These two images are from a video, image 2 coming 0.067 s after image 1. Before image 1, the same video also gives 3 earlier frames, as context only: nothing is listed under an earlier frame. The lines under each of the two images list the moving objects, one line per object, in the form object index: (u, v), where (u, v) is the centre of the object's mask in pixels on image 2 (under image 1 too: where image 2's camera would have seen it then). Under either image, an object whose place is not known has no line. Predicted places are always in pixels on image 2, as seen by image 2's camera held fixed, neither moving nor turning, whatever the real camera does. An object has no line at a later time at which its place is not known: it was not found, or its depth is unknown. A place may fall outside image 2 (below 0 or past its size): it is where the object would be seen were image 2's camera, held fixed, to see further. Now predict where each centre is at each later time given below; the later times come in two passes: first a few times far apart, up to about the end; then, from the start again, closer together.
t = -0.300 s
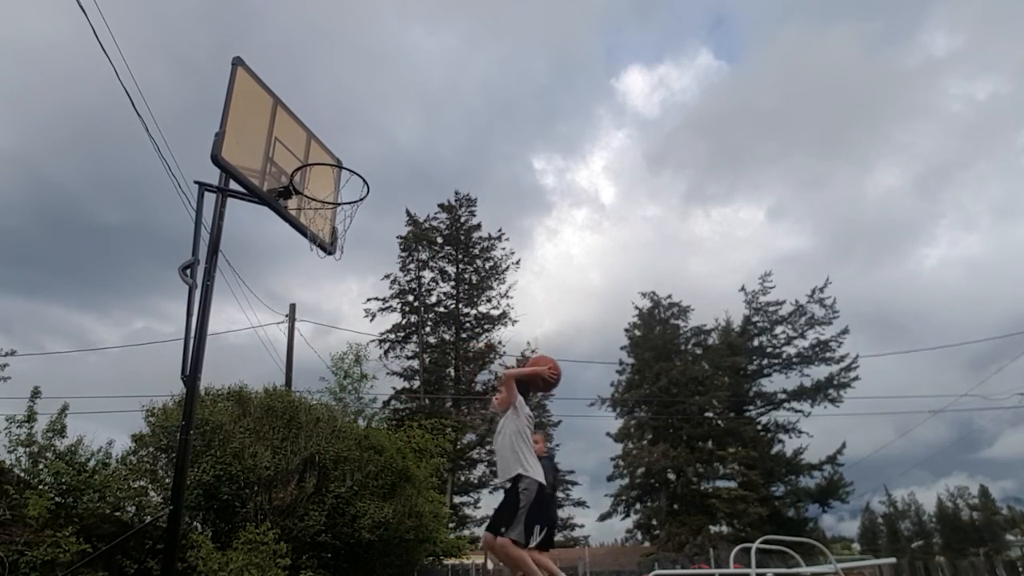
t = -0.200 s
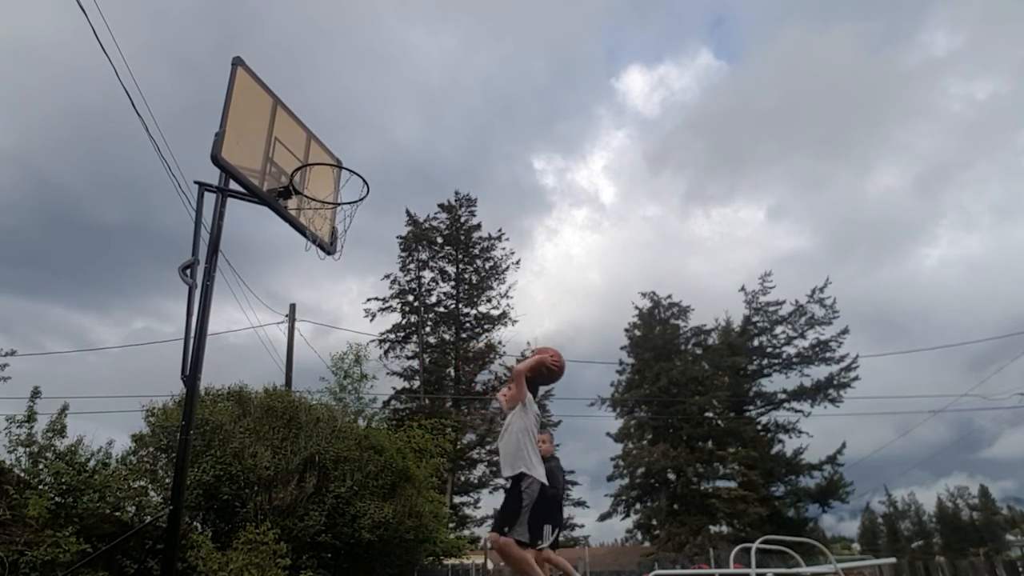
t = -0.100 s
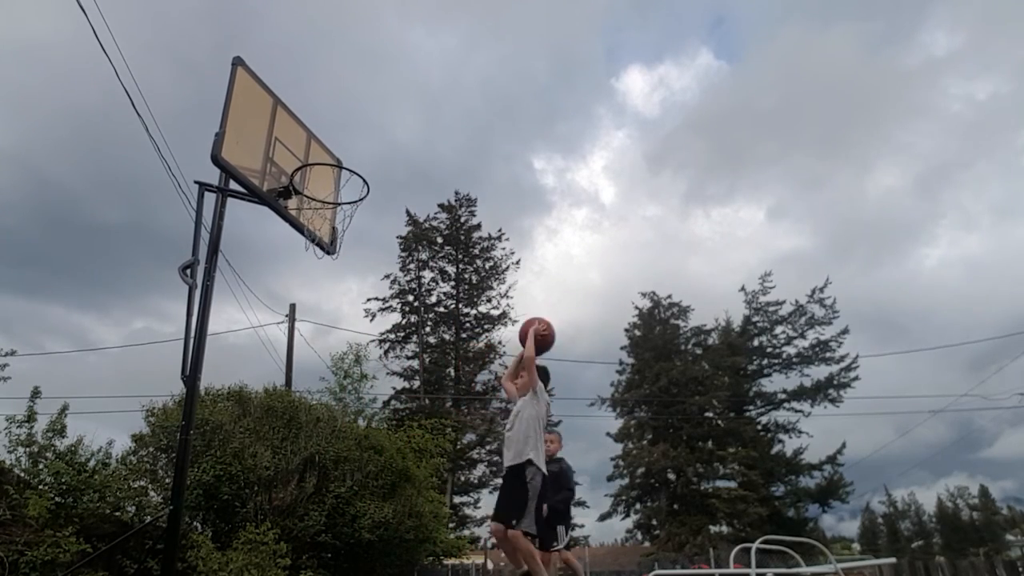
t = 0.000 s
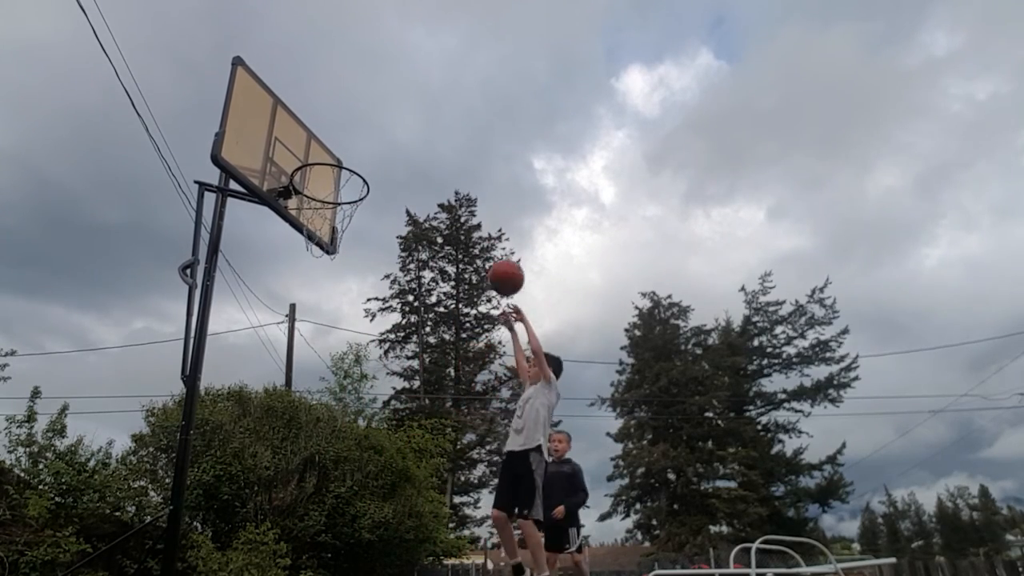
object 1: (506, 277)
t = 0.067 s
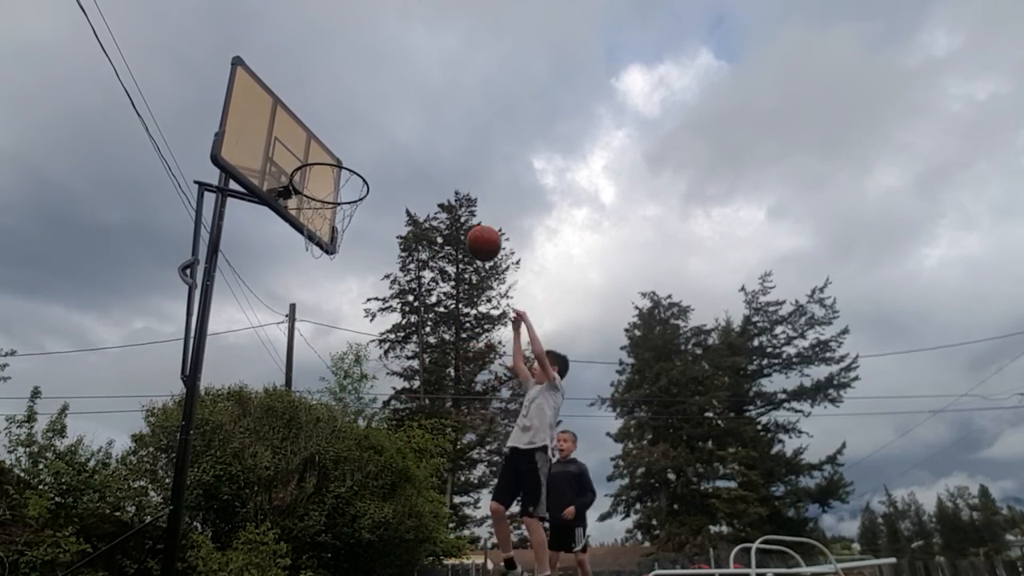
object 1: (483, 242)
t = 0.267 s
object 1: (419, 179)
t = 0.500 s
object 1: (342, 170)
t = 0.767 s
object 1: (333, 199)
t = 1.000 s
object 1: (334, 276)
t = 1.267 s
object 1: (326, 456)
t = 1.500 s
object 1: (324, 517)
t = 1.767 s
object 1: (334, 405)
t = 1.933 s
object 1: (338, 399)
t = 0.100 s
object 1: (473, 228)
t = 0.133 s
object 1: (462, 216)
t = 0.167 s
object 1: (451, 204)
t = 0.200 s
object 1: (441, 194)
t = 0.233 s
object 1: (430, 186)
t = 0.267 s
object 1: (419, 179)
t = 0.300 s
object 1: (408, 174)
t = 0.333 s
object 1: (398, 170)
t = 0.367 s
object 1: (387, 167)
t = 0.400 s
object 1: (376, 165)
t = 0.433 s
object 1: (365, 166)
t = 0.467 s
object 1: (353, 167)
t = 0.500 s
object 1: (342, 170)
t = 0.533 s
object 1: (330, 175)
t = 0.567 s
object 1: (318, 182)
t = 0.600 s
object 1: (316, 181)
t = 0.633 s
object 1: (320, 181)
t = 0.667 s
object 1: (325, 181)
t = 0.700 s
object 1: (328, 183)
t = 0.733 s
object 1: (331, 190)
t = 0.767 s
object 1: (333, 199)
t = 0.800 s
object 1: (334, 209)
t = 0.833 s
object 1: (335, 219)
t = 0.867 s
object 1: (336, 228)
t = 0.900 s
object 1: (335, 238)
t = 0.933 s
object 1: (335, 249)
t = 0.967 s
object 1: (335, 262)
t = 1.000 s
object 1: (334, 276)
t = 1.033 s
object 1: (333, 292)
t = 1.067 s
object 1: (333, 310)
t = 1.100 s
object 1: (332, 330)
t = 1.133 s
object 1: (331, 351)
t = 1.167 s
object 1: (330, 375)
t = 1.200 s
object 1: (328, 401)
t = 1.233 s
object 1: (327, 428)
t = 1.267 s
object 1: (326, 456)
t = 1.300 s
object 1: (324, 490)
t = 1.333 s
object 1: (323, 525)
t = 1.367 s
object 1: (321, 559)
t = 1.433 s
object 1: (321, 564)
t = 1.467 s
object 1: (323, 543)
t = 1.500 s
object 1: (324, 517)
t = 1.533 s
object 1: (326, 494)
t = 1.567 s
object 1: (328, 474)
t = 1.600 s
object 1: (329, 457)
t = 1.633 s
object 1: (330, 442)
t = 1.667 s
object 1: (332, 430)
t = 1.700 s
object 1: (333, 420)
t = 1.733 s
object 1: (334, 412)
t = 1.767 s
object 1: (334, 405)
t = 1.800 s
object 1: (335, 400)
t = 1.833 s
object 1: (336, 397)
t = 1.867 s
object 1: (337, 396)
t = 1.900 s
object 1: (337, 397)
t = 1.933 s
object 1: (338, 399)
